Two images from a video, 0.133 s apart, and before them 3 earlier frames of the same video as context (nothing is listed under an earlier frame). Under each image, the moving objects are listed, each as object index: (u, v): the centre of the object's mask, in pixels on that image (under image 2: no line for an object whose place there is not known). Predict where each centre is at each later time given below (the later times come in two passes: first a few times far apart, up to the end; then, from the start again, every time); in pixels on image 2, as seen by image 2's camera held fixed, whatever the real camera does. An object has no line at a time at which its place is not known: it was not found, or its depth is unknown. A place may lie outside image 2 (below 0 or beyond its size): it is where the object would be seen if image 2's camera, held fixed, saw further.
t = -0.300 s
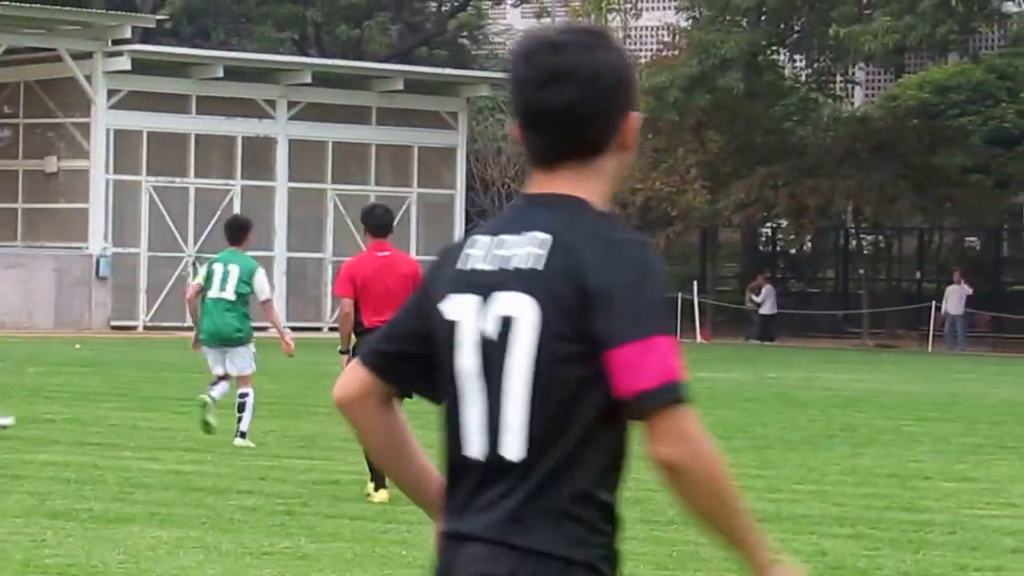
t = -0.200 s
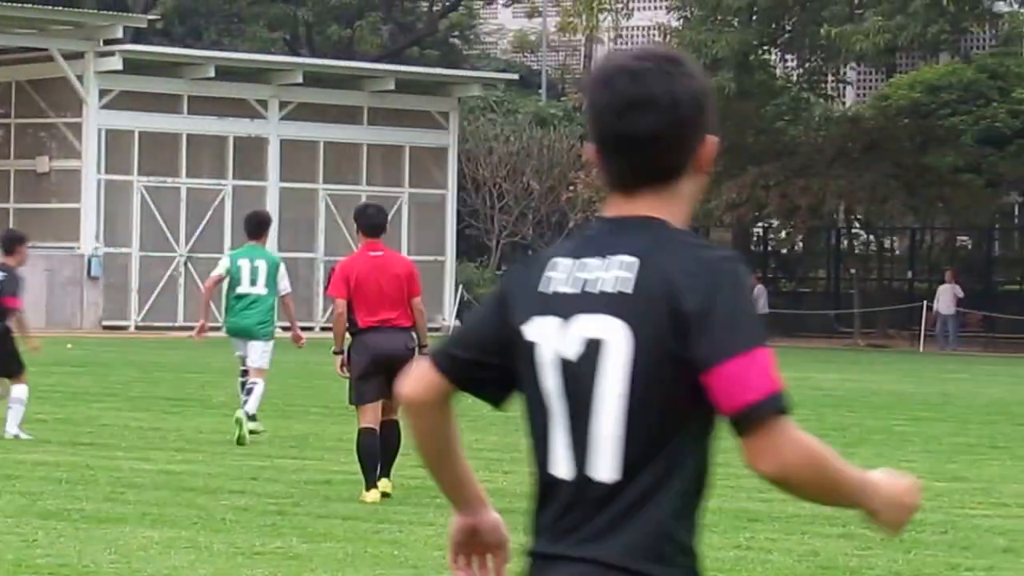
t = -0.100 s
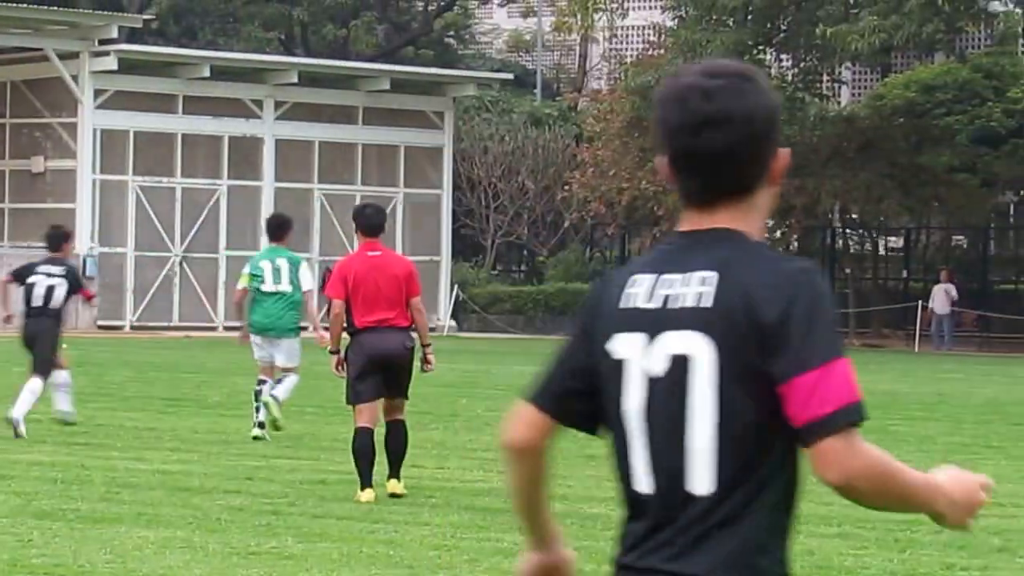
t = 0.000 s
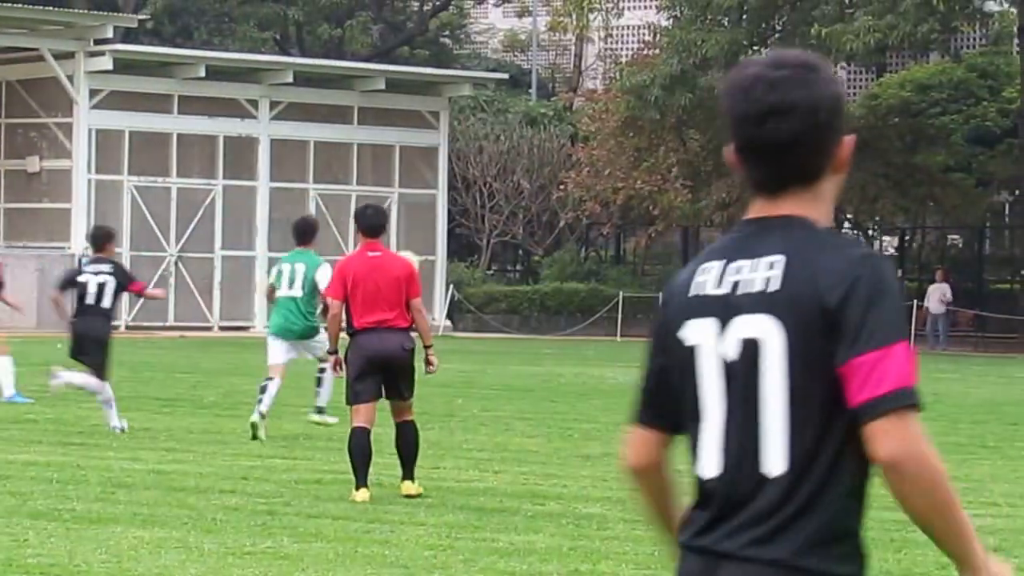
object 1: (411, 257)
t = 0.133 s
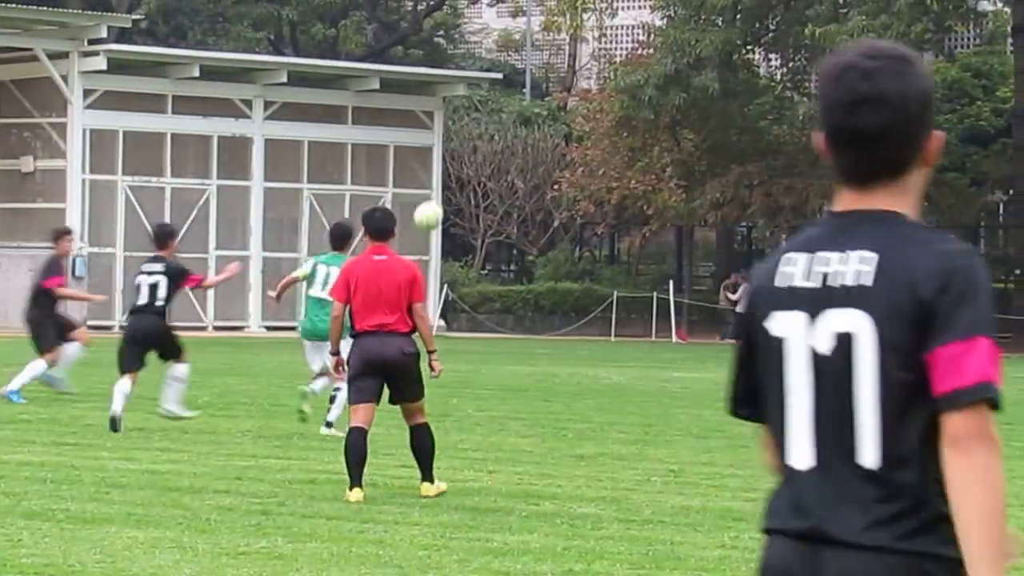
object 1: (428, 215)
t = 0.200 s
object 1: (443, 200)
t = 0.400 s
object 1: (482, 183)
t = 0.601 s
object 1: (520, 218)
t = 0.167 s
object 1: (436, 206)
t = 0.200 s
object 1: (443, 200)
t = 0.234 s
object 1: (450, 194)
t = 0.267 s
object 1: (456, 189)
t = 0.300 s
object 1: (463, 186)
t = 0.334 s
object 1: (470, 184)
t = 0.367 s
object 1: (476, 183)
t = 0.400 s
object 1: (482, 183)
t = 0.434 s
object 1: (489, 187)
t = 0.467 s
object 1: (495, 190)
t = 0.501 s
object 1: (502, 195)
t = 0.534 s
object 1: (508, 202)
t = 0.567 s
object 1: (514, 209)
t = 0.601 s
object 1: (520, 218)
